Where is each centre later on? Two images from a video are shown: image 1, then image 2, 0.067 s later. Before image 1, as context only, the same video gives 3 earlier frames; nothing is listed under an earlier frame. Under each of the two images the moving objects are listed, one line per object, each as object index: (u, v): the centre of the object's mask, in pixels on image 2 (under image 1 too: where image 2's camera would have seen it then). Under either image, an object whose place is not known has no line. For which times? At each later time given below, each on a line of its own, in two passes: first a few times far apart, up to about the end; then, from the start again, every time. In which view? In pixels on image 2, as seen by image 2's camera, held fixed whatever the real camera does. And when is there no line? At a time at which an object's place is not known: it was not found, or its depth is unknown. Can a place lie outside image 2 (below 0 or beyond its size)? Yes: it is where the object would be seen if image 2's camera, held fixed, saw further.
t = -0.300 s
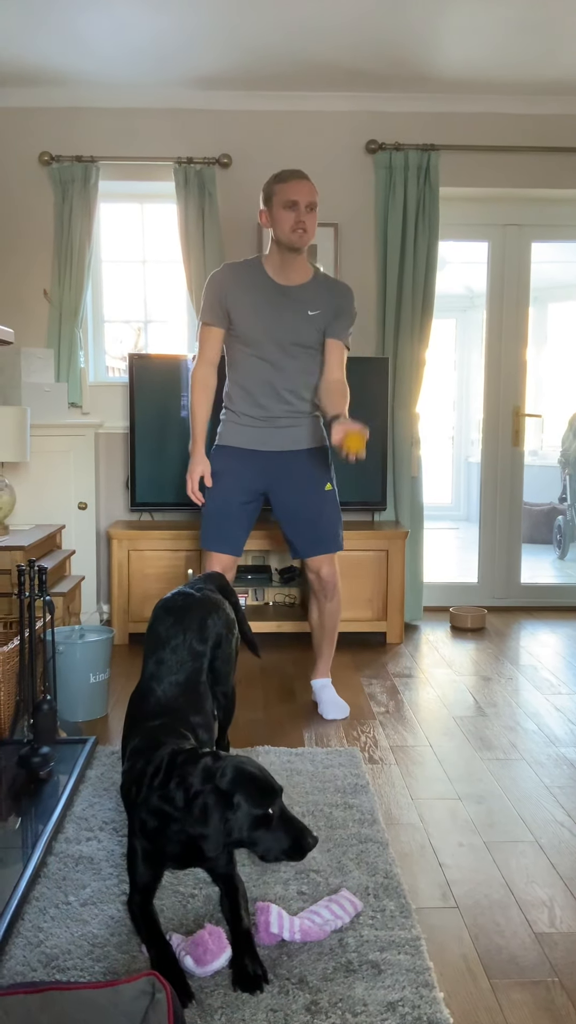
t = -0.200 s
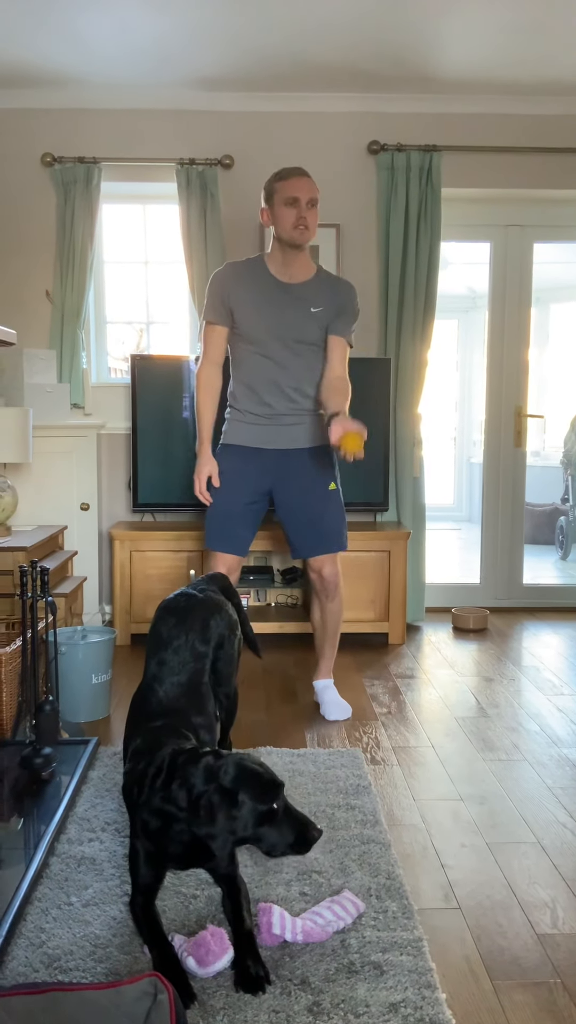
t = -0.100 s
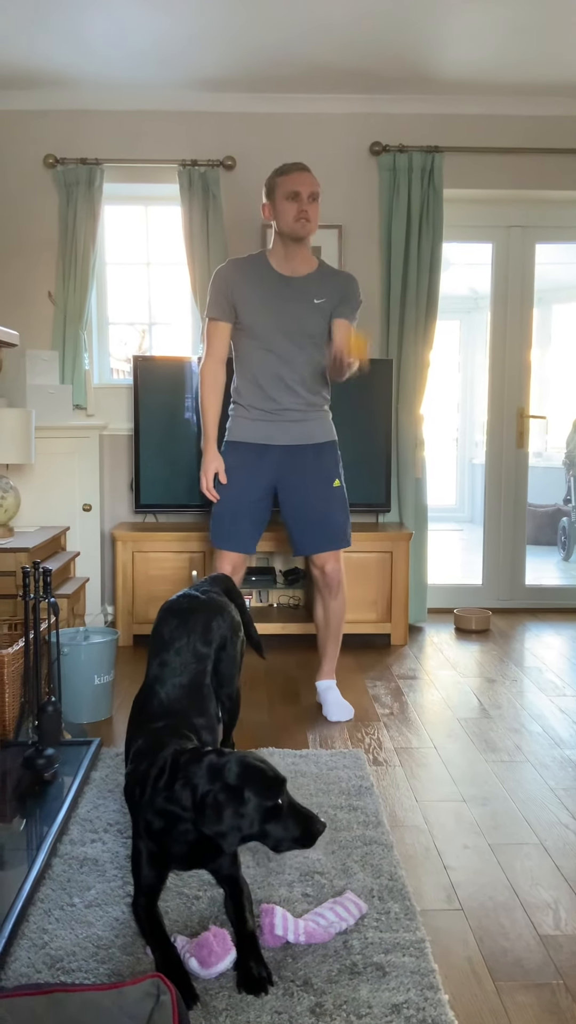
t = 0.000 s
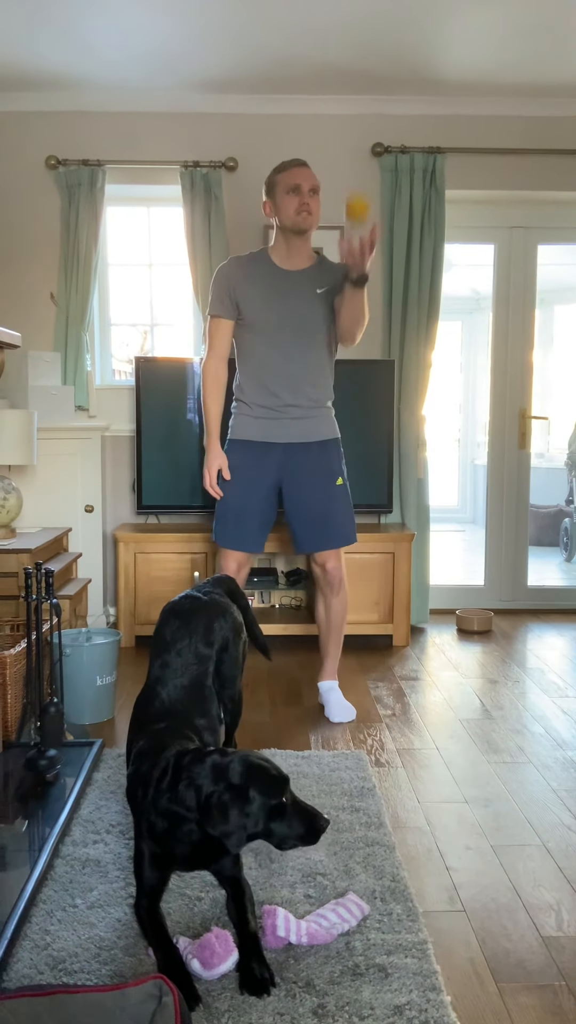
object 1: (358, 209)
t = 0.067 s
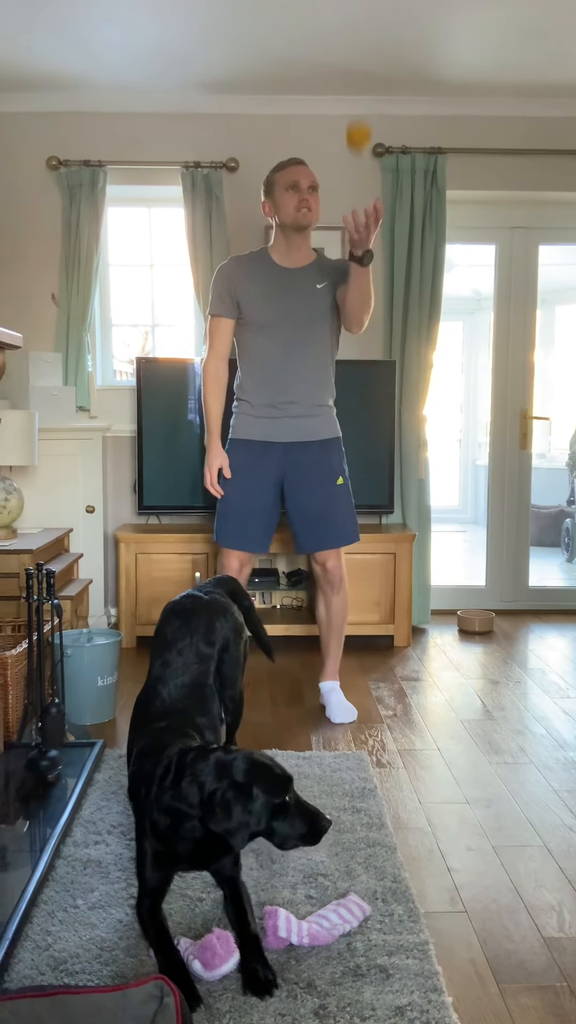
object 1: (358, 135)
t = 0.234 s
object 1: (357, 28)
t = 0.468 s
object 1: (353, 63)
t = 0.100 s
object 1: (358, 106)
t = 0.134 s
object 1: (358, 80)
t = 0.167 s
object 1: (358, 58)
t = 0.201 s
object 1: (358, 41)
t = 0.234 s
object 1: (357, 28)
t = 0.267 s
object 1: (357, 20)
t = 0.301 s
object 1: (356, 16)
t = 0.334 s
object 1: (356, 16)
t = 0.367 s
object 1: (355, 21)
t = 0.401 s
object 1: (355, 30)
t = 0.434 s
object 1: (354, 45)
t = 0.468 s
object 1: (353, 63)
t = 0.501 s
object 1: (353, 86)
